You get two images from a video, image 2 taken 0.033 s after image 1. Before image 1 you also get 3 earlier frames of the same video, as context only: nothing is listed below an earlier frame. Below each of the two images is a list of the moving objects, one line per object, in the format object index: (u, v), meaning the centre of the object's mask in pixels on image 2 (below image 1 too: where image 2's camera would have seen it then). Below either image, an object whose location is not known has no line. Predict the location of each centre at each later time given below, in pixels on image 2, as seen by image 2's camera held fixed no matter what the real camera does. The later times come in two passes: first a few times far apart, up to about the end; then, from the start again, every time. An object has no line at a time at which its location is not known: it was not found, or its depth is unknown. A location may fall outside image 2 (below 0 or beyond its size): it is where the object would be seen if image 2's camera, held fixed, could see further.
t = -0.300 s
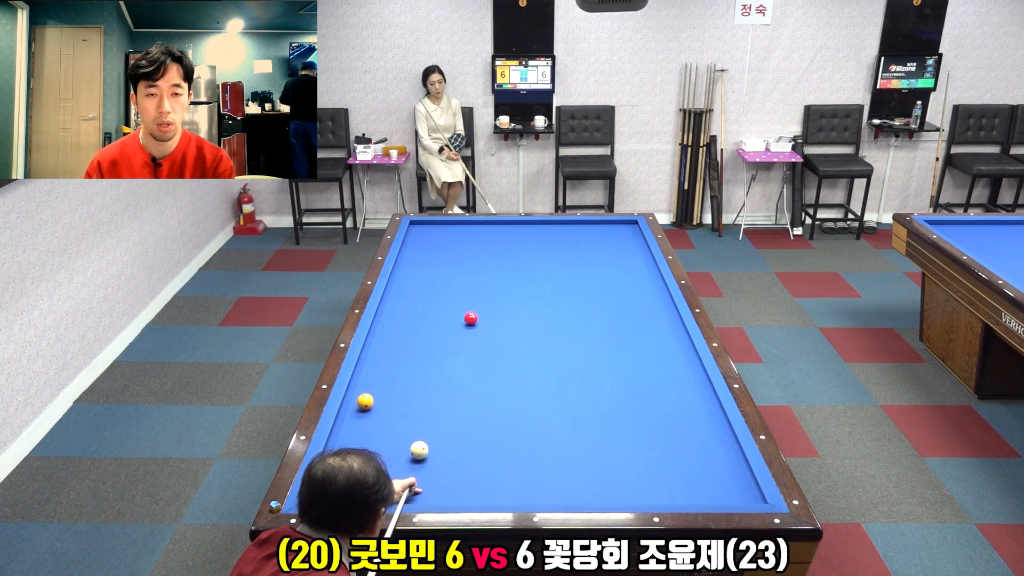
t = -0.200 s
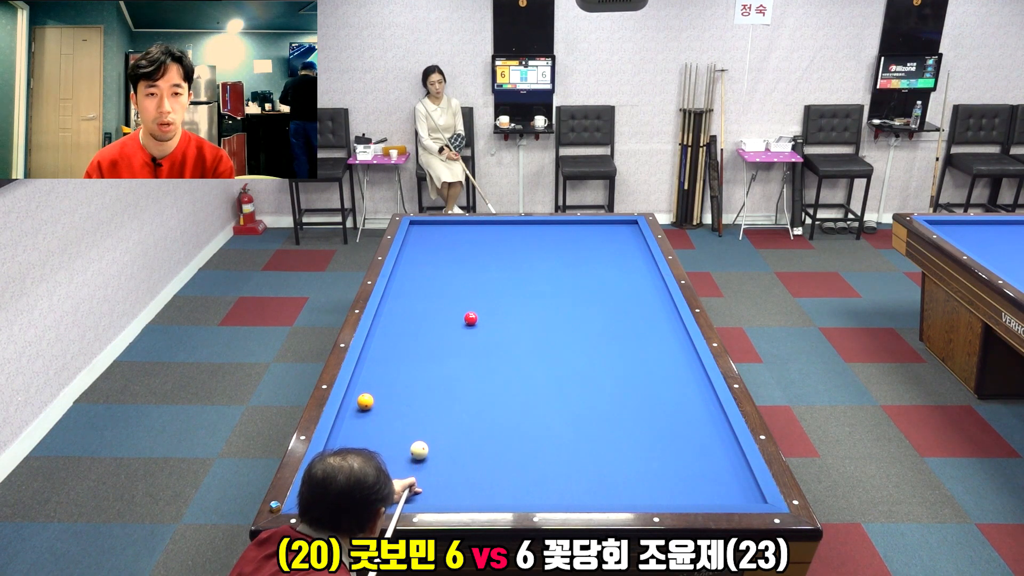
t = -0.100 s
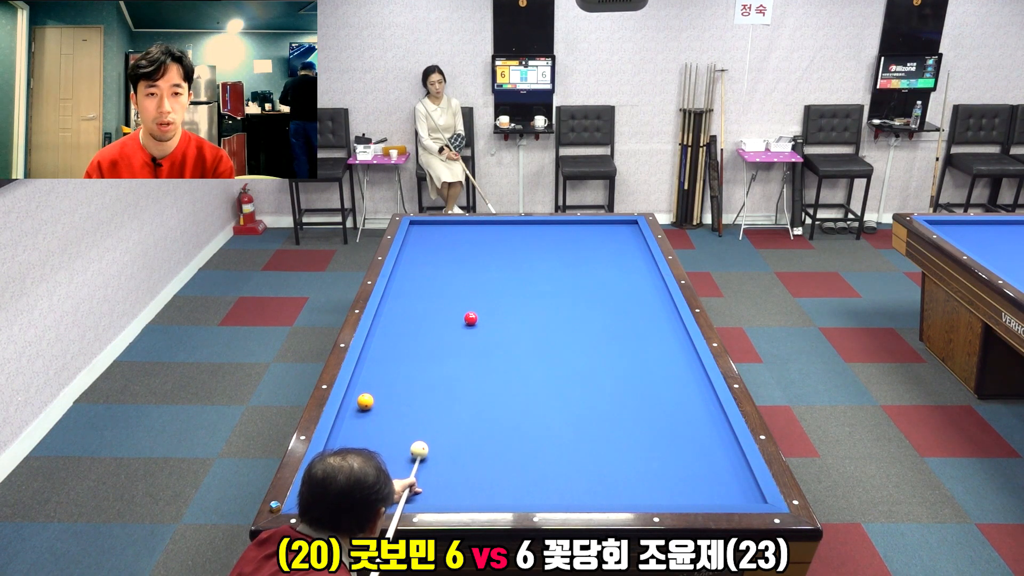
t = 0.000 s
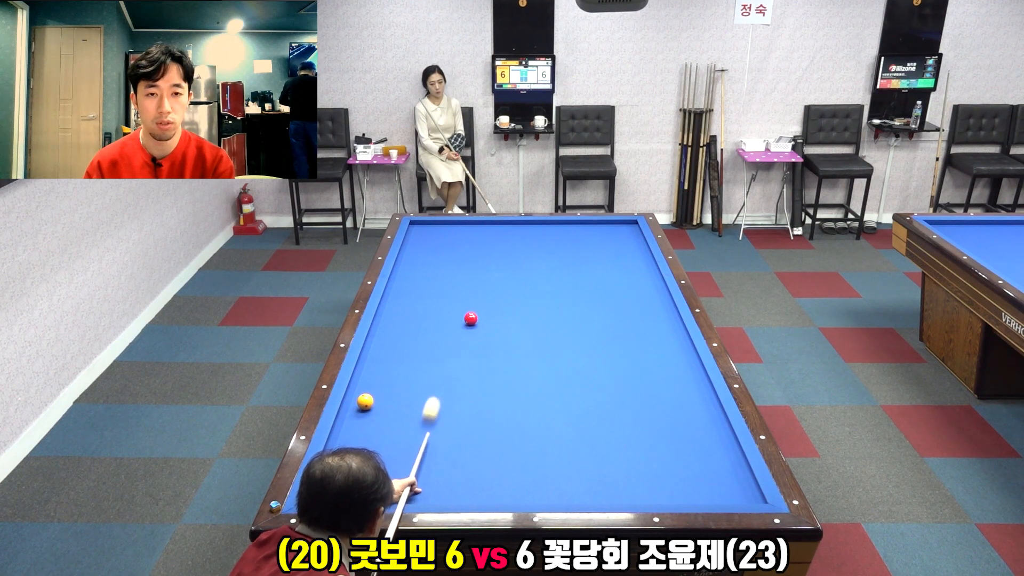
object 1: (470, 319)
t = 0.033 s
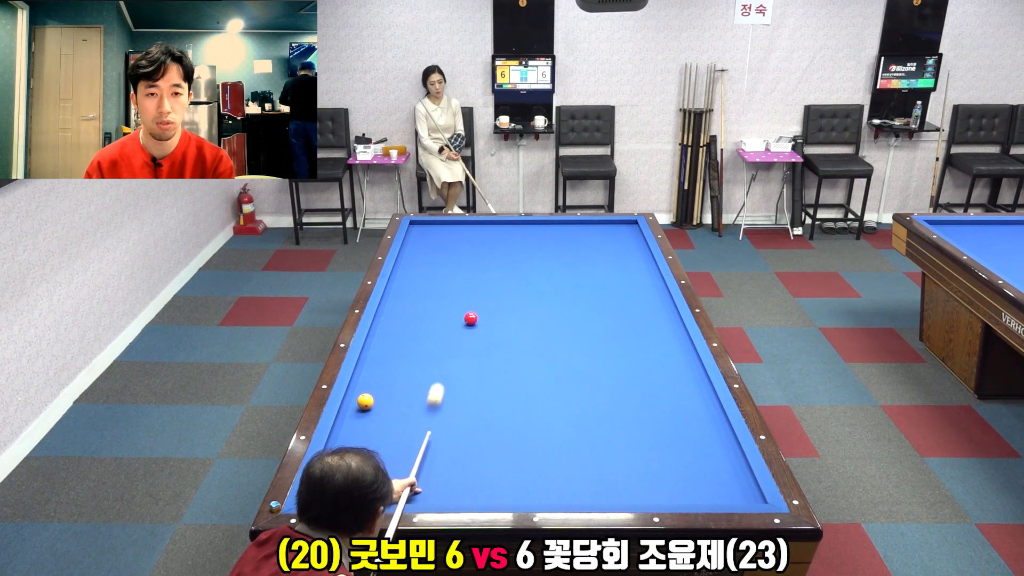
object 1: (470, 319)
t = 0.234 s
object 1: (470, 319)
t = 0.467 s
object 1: (515, 308)
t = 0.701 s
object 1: (555, 298)
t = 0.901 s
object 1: (587, 290)
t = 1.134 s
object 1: (622, 281)
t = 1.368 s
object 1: (655, 274)
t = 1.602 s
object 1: (632, 268)
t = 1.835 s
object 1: (610, 263)
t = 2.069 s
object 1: (590, 258)
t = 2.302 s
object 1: (571, 253)
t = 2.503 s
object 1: (555, 250)
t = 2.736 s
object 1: (537, 245)
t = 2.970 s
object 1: (520, 241)
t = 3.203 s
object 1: (504, 237)
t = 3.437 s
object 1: (489, 234)
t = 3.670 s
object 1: (474, 230)
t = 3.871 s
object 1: (462, 227)
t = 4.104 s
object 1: (449, 224)
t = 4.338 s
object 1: (437, 223)
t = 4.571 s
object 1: (426, 224)
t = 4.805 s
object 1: (416, 226)
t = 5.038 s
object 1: (416, 227)
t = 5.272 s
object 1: (421, 229)
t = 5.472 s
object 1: (425, 230)
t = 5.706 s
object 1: (430, 231)
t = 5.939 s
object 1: (434, 233)
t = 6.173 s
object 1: (439, 234)
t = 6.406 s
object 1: (443, 235)
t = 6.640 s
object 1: (447, 236)
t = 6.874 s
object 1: (450, 237)
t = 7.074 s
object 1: (453, 238)
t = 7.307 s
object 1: (457, 239)
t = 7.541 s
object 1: (460, 240)
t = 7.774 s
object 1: (463, 240)
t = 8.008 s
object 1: (465, 241)
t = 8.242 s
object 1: (467, 242)
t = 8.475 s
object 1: (469, 242)
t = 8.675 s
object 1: (471, 242)
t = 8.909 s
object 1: (472, 243)
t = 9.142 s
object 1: (473, 243)
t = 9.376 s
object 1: (474, 243)
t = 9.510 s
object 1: (474, 243)
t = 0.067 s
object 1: (470, 319)
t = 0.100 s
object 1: (470, 319)
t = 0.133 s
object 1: (470, 319)
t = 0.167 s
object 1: (470, 319)
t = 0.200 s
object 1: (470, 319)
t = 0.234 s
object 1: (470, 319)
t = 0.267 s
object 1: (472, 318)
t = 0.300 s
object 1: (479, 316)
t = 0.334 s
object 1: (487, 314)
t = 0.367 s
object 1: (495, 313)
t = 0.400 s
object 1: (502, 311)
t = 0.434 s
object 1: (509, 309)
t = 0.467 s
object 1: (515, 308)
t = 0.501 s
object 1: (521, 306)
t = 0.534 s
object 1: (527, 305)
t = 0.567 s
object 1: (532, 303)
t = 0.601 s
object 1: (538, 302)
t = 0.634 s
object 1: (544, 301)
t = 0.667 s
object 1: (549, 299)
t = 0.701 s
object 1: (555, 298)
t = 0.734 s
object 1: (560, 297)
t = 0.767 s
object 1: (566, 295)
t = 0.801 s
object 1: (571, 294)
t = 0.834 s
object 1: (576, 293)
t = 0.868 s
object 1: (582, 291)
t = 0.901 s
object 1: (587, 290)
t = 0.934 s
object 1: (592, 289)
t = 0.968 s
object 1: (597, 288)
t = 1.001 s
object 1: (602, 286)
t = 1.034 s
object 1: (607, 285)
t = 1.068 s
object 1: (612, 284)
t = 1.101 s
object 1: (617, 283)
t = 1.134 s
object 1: (622, 281)
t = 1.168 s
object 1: (627, 280)
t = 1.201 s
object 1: (632, 279)
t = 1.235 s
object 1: (637, 278)
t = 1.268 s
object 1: (642, 277)
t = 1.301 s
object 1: (646, 276)
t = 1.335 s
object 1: (651, 275)
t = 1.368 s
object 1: (655, 274)
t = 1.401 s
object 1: (652, 273)
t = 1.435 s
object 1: (648, 272)
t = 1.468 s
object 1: (645, 271)
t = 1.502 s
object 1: (641, 270)
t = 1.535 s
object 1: (638, 270)
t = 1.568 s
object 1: (635, 269)
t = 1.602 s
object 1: (632, 268)
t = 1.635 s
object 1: (629, 267)
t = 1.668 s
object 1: (625, 267)
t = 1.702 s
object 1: (622, 266)
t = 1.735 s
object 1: (619, 265)
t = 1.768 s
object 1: (616, 264)
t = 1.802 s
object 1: (613, 263)
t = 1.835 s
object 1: (610, 263)
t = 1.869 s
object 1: (607, 262)
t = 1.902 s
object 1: (604, 262)
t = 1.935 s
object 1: (601, 261)
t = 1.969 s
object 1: (598, 260)
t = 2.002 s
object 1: (596, 259)
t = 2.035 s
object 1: (593, 259)
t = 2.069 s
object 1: (590, 258)
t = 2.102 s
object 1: (587, 257)
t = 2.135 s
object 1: (584, 257)
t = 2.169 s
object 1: (581, 256)
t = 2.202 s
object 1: (579, 255)
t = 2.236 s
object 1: (576, 255)
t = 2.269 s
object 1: (573, 254)
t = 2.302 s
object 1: (571, 253)
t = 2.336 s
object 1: (568, 253)
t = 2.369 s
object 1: (565, 252)
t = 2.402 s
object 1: (562, 251)
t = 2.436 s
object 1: (560, 251)
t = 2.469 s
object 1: (557, 250)
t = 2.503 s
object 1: (555, 250)
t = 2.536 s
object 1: (552, 249)
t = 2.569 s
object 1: (550, 248)
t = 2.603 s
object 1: (547, 248)
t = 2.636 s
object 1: (544, 247)
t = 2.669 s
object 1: (542, 246)
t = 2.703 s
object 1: (540, 246)
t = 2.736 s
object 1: (537, 245)
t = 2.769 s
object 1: (535, 245)
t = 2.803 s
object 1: (532, 244)
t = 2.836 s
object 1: (530, 244)
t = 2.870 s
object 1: (527, 243)
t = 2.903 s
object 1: (525, 242)
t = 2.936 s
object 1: (522, 242)
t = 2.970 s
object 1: (520, 241)
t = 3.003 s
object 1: (518, 241)
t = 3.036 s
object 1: (515, 240)
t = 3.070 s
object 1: (513, 240)
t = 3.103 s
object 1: (511, 239)
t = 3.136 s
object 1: (508, 239)
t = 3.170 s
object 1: (506, 238)
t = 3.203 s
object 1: (504, 237)
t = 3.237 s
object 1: (502, 237)
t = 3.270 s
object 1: (500, 236)
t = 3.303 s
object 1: (497, 236)
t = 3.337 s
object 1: (495, 235)
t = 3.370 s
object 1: (493, 235)
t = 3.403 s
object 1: (491, 234)
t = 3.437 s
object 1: (489, 234)
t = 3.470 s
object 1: (487, 233)
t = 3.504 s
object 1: (485, 233)
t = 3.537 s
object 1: (482, 232)
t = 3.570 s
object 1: (480, 232)
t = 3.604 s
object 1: (478, 231)
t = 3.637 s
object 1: (476, 231)
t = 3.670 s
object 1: (474, 230)
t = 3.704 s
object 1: (472, 230)
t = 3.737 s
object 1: (470, 229)
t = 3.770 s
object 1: (468, 229)
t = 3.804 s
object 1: (466, 228)
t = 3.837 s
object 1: (464, 228)
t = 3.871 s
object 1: (462, 227)
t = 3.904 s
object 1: (460, 227)
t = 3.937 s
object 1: (458, 226)
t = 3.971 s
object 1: (456, 226)
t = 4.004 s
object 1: (455, 225)
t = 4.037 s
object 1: (453, 225)
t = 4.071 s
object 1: (451, 224)
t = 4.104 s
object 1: (449, 224)
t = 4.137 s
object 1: (447, 224)
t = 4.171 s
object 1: (445, 223)
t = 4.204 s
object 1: (443, 223)
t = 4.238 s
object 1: (442, 222)
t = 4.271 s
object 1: (440, 222)
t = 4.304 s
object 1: (438, 222)
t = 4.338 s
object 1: (437, 223)
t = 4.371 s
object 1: (435, 223)
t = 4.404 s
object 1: (434, 223)
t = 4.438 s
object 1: (432, 223)
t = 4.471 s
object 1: (431, 224)
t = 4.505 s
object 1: (429, 224)
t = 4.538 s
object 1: (428, 224)
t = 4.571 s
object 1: (426, 224)
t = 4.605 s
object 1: (425, 224)
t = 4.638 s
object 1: (423, 225)
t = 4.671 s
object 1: (422, 225)
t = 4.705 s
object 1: (420, 225)
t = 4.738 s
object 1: (419, 225)
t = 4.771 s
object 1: (417, 225)
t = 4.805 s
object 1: (416, 226)
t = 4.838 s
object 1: (414, 226)
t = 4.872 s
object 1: (413, 226)
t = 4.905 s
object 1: (413, 226)
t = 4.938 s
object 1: (414, 227)
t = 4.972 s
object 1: (414, 227)
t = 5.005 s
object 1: (415, 227)
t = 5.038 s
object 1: (416, 227)
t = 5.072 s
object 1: (416, 228)
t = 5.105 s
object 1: (417, 228)
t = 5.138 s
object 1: (418, 228)
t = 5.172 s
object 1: (419, 228)
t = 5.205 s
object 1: (420, 228)
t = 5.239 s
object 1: (420, 229)
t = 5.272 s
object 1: (421, 229)
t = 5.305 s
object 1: (421, 229)
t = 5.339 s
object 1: (422, 229)
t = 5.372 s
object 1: (423, 230)
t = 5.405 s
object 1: (424, 230)
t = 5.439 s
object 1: (424, 230)
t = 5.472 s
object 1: (425, 230)
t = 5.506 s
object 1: (426, 230)
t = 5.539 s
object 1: (426, 231)
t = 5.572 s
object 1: (427, 231)
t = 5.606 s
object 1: (428, 231)
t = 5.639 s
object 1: (428, 231)
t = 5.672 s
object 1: (429, 231)
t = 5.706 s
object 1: (430, 231)
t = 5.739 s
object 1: (430, 232)
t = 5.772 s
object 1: (431, 232)
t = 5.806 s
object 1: (432, 232)
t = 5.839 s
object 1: (432, 232)
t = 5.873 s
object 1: (433, 232)
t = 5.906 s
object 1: (434, 233)
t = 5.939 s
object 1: (434, 233)
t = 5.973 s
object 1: (435, 233)
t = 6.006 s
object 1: (436, 233)
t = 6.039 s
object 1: (436, 233)
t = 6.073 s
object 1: (437, 234)
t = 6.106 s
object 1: (438, 234)
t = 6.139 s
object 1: (438, 234)
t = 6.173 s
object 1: (439, 234)
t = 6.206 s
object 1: (439, 234)
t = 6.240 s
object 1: (440, 234)
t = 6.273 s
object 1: (441, 234)
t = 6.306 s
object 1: (441, 235)
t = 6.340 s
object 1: (442, 235)
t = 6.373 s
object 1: (442, 235)
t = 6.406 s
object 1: (443, 235)
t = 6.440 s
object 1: (443, 235)
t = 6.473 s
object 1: (444, 235)
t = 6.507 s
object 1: (445, 236)
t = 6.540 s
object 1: (445, 236)
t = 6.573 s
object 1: (446, 236)
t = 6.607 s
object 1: (446, 236)
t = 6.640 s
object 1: (447, 236)
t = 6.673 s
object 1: (447, 236)
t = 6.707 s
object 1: (448, 237)
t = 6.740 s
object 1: (448, 237)
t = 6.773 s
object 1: (449, 237)
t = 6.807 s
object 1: (450, 237)
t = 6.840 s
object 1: (450, 237)
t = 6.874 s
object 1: (450, 237)
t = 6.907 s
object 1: (451, 237)
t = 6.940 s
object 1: (452, 238)
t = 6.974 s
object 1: (452, 238)
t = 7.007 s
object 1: (453, 238)
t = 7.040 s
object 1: (453, 238)
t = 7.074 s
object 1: (453, 238)
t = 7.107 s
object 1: (454, 238)
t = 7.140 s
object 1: (454, 238)
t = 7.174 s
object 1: (455, 238)
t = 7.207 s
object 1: (455, 239)
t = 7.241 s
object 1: (456, 239)
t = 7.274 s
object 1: (456, 239)
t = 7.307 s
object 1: (457, 239)
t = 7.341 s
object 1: (457, 239)
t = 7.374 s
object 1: (458, 239)
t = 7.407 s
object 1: (458, 239)
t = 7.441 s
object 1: (459, 239)
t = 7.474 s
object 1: (459, 239)
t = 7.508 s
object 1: (459, 240)
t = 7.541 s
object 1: (460, 240)
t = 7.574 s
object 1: (460, 240)
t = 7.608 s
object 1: (461, 240)
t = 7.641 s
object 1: (461, 240)
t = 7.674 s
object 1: (462, 240)
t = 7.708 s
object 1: (462, 240)
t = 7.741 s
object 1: (462, 240)
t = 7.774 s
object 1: (463, 240)
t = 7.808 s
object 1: (463, 240)
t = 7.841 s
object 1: (463, 241)
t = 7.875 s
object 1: (464, 241)
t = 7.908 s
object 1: (464, 241)
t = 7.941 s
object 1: (464, 241)
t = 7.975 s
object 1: (465, 241)
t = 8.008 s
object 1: (465, 241)
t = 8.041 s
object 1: (465, 241)
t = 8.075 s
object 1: (466, 241)
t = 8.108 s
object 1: (466, 241)
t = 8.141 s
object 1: (466, 241)
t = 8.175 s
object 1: (466, 242)
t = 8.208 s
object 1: (467, 242)
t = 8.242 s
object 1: (467, 242)
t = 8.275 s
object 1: (467, 242)
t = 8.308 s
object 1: (468, 242)
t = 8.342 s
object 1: (468, 242)
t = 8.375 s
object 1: (468, 242)
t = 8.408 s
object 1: (469, 242)
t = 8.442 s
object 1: (469, 242)
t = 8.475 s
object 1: (469, 242)
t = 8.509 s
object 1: (469, 242)
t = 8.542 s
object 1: (470, 242)
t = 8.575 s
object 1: (470, 242)
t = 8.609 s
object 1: (470, 242)
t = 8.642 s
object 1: (470, 242)
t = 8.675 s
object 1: (471, 242)
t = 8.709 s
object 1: (471, 242)
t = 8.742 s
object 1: (471, 242)
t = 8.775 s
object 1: (471, 243)
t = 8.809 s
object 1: (471, 243)
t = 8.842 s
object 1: (471, 243)
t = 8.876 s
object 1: (472, 243)
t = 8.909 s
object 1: (472, 243)
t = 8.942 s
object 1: (472, 243)
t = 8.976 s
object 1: (472, 243)
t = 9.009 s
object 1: (472, 243)
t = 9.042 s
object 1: (473, 243)
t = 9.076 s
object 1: (473, 243)
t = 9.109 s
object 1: (473, 243)
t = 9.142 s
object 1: (473, 243)
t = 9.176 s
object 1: (473, 243)
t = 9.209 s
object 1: (473, 243)
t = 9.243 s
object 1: (473, 243)
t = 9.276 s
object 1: (474, 243)
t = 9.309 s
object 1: (474, 243)
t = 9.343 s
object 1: (474, 243)
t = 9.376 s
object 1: (474, 243)
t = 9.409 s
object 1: (474, 243)
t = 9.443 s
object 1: (474, 243)
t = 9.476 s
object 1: (474, 243)
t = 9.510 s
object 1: (474, 243)
